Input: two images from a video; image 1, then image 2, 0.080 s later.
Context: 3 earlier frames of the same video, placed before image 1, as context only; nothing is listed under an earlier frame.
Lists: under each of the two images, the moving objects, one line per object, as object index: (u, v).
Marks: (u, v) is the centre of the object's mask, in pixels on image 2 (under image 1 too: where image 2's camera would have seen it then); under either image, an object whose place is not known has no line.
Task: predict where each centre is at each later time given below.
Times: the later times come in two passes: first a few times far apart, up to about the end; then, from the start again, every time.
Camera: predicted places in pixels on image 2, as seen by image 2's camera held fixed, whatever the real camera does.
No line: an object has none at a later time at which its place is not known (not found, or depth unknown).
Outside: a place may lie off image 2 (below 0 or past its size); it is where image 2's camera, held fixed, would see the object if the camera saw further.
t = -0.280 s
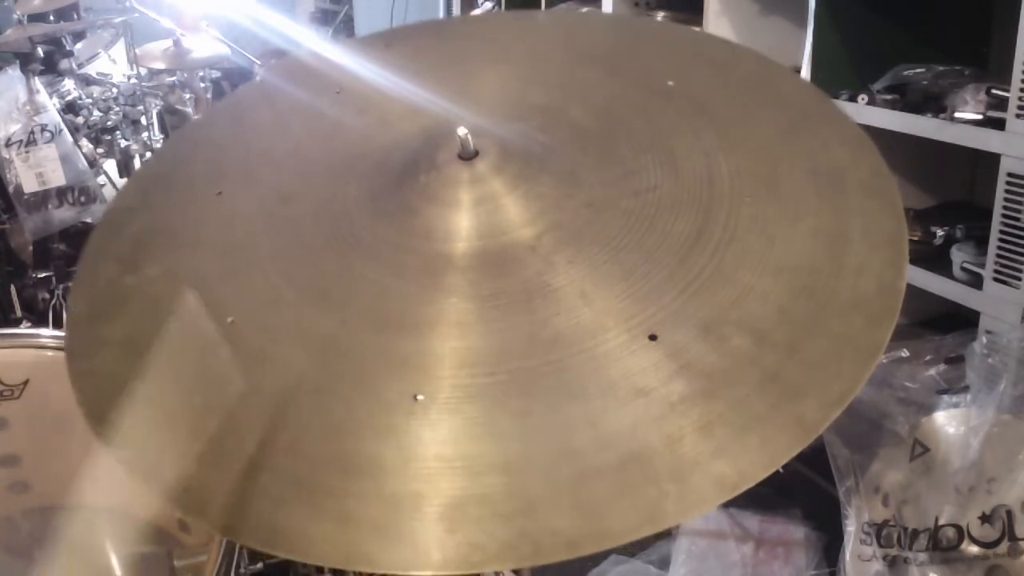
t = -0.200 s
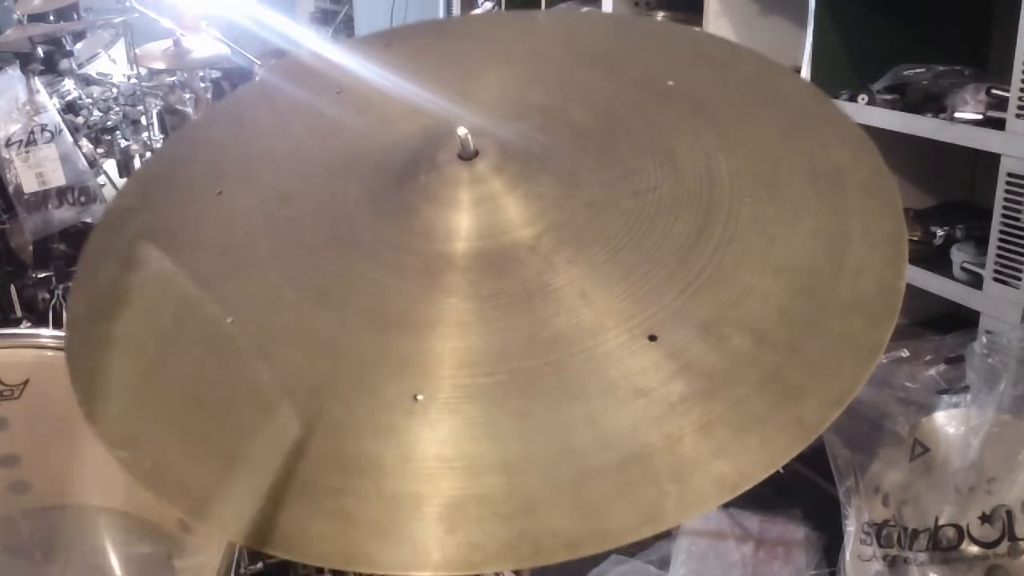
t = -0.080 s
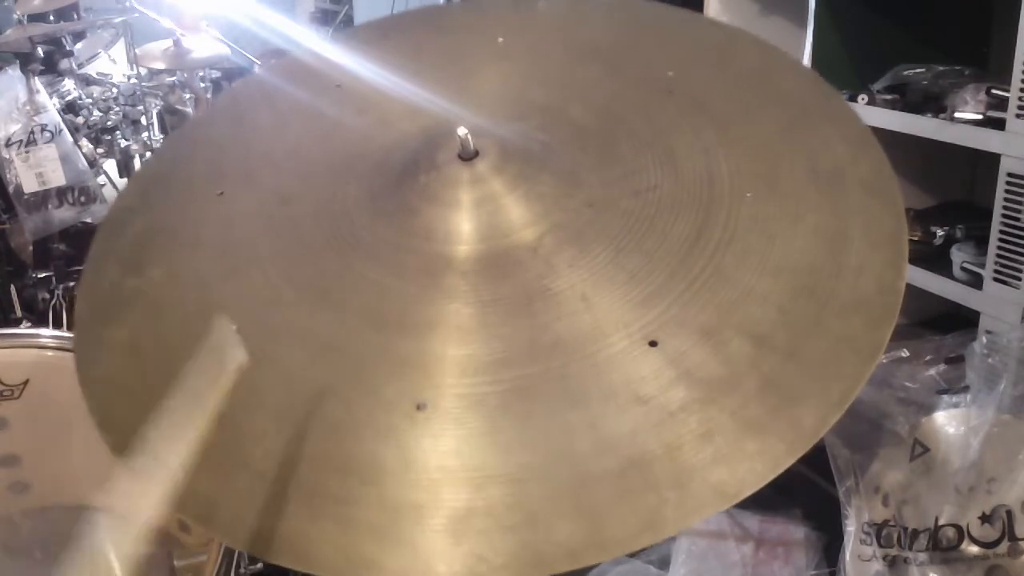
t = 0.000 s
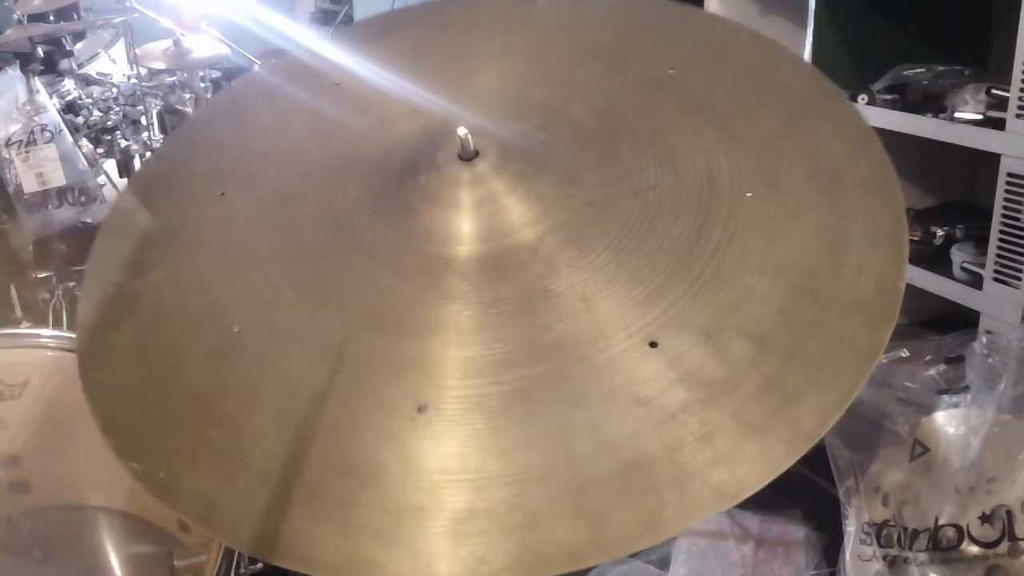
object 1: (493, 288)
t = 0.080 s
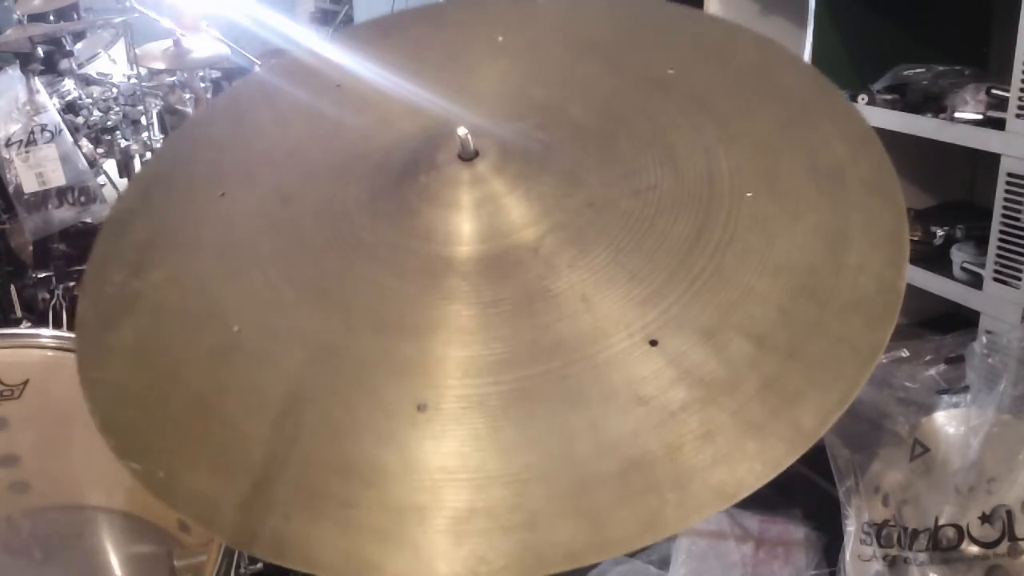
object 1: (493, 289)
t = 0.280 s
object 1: (485, 293)
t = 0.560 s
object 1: (479, 288)
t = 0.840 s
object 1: (478, 290)
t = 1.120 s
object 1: (486, 293)
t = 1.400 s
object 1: (488, 292)
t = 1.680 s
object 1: (479, 294)
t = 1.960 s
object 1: (481, 294)
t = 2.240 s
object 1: (483, 293)
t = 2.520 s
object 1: (482, 294)
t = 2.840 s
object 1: (482, 294)
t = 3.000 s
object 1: (482, 293)
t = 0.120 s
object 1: (492, 289)
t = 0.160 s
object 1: (490, 290)
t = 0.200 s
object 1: (489, 291)
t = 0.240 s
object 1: (487, 292)
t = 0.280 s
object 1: (485, 293)
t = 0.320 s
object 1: (484, 293)
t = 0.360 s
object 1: (483, 293)
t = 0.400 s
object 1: (482, 295)
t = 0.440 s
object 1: (482, 295)
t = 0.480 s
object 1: (481, 292)
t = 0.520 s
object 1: (480, 290)
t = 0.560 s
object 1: (479, 288)
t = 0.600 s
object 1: (479, 287)
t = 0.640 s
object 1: (478, 287)
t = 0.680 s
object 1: (478, 287)
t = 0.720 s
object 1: (478, 287)
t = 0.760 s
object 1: (477, 288)
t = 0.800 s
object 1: (477, 288)
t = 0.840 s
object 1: (478, 290)
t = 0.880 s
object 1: (478, 292)
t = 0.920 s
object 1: (479, 293)
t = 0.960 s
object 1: (481, 293)
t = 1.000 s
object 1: (482, 293)
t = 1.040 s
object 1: (483, 293)
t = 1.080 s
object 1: (485, 293)
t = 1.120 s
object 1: (486, 293)
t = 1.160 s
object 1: (487, 293)
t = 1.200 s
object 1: (488, 294)
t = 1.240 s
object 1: (489, 293)
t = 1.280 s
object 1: (489, 293)
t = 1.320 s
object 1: (489, 293)
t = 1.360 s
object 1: (488, 292)
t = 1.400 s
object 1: (488, 292)
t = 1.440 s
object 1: (487, 292)
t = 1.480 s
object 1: (485, 292)
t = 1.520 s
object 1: (484, 293)
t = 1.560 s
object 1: (482, 293)
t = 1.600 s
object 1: (481, 294)
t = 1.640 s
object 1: (480, 294)
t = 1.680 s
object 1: (479, 294)
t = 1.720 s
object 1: (479, 294)
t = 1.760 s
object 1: (479, 294)
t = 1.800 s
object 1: (479, 294)
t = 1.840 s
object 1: (479, 294)
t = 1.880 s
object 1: (480, 294)
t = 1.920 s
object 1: (480, 294)
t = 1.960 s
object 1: (481, 294)
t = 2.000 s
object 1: (482, 294)
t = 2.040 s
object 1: (482, 293)
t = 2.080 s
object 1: (483, 293)
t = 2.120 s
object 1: (483, 293)
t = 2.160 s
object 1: (483, 293)
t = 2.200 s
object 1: (483, 293)
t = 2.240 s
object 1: (483, 293)
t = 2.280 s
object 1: (483, 293)
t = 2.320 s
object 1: (483, 293)
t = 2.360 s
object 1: (483, 293)
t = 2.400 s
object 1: (483, 294)
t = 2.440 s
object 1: (482, 293)
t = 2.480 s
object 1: (482, 294)
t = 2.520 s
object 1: (482, 294)
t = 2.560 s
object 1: (482, 294)
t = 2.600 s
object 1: (481, 294)
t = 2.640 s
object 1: (481, 294)
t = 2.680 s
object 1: (481, 294)
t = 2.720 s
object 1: (481, 294)
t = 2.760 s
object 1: (481, 294)
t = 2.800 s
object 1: (481, 294)
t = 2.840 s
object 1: (482, 294)
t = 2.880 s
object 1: (482, 294)
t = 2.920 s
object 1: (482, 293)
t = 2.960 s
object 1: (482, 293)
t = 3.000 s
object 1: (482, 293)
